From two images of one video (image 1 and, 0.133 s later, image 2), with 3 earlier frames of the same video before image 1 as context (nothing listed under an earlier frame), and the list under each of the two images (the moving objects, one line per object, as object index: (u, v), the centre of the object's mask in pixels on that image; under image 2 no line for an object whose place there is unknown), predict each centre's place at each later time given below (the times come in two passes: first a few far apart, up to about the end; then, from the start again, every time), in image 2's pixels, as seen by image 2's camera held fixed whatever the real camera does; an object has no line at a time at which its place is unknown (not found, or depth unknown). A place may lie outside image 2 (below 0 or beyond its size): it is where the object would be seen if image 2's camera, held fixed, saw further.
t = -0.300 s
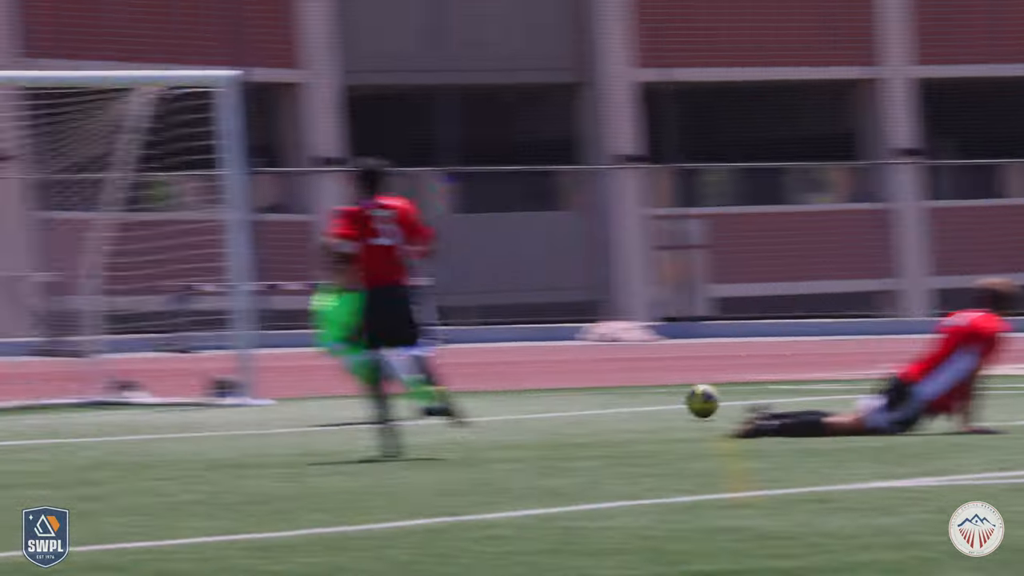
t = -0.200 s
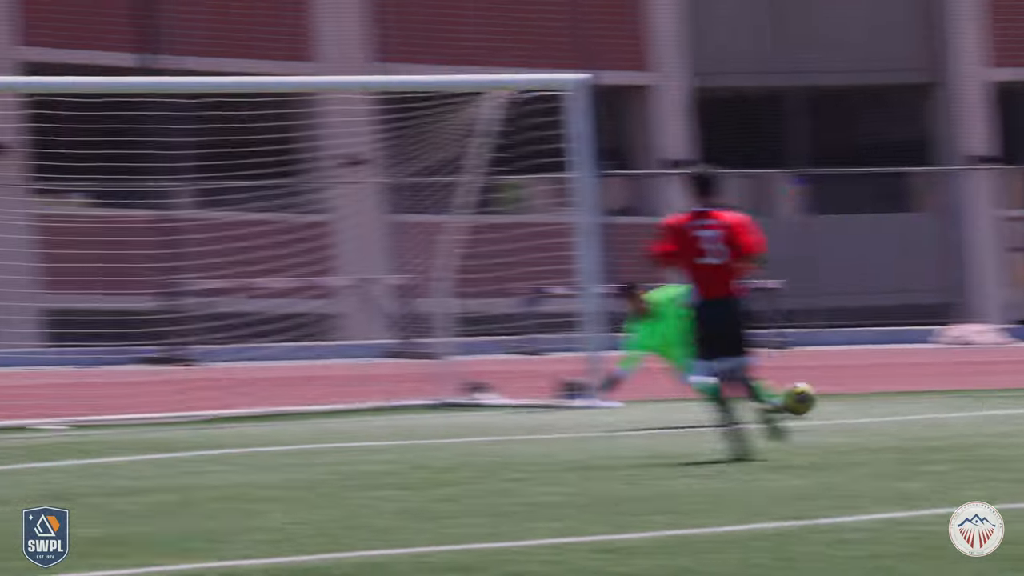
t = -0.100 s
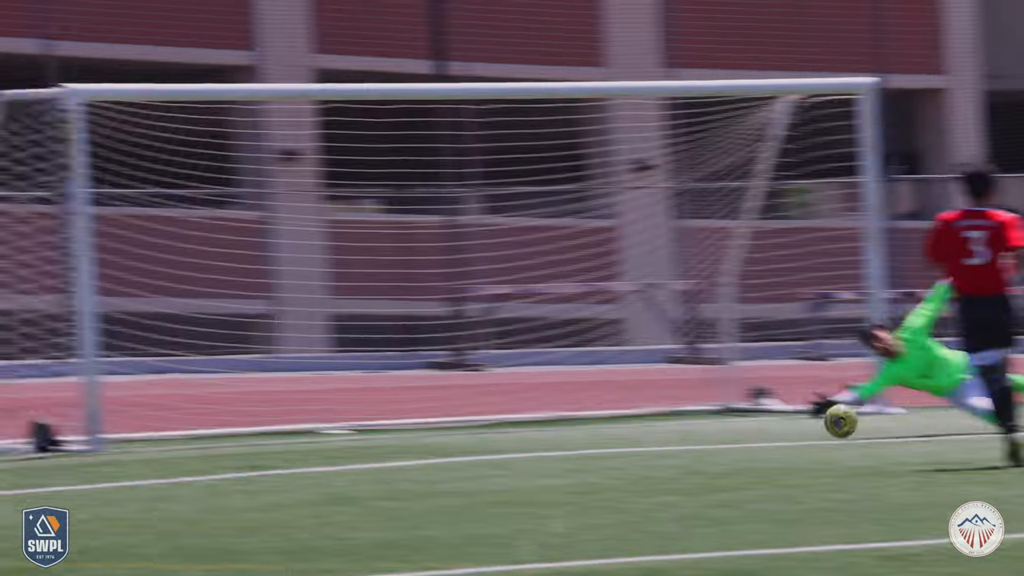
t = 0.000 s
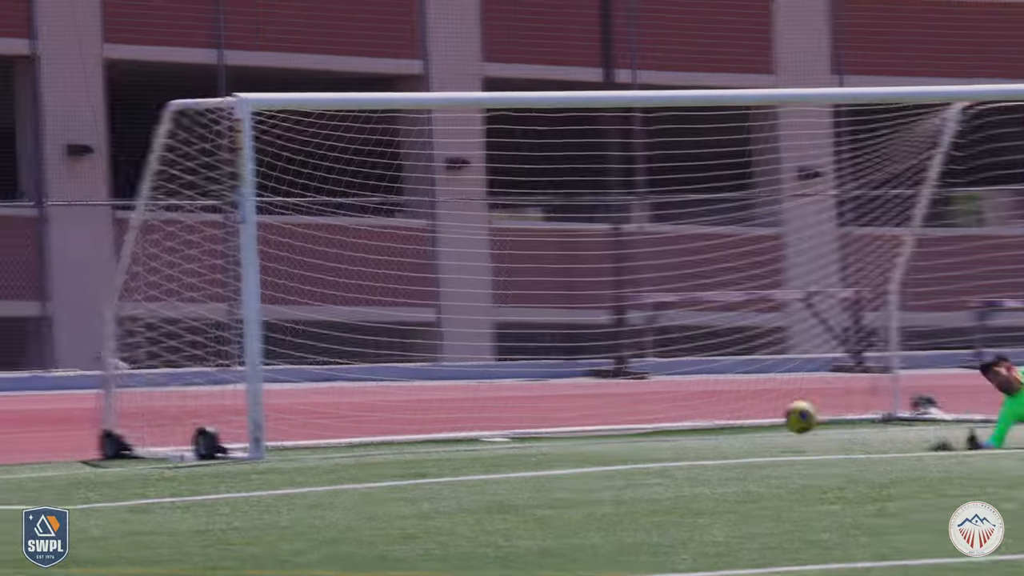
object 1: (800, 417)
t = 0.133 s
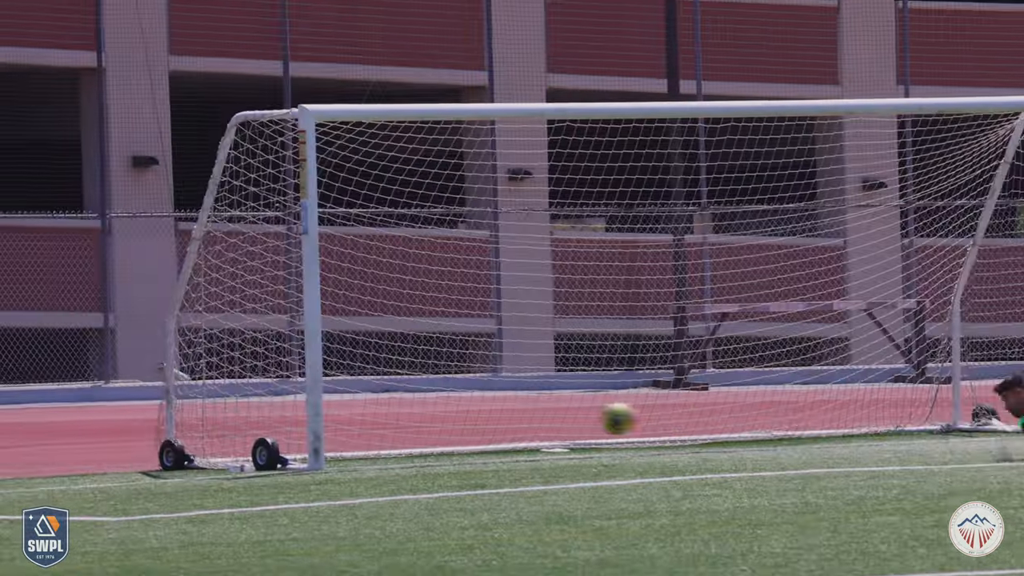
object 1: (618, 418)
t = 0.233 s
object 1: (447, 432)
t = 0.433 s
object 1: (133, 437)
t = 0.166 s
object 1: (561, 420)
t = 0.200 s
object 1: (502, 426)
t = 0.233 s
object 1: (447, 432)
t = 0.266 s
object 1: (390, 441)
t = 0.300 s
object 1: (335, 452)
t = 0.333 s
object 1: (280, 460)
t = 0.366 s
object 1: (231, 450)
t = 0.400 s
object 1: (182, 444)
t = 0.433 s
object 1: (133, 437)
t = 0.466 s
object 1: (84, 435)
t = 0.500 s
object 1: (38, 433)
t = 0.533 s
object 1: (-12, 434)
